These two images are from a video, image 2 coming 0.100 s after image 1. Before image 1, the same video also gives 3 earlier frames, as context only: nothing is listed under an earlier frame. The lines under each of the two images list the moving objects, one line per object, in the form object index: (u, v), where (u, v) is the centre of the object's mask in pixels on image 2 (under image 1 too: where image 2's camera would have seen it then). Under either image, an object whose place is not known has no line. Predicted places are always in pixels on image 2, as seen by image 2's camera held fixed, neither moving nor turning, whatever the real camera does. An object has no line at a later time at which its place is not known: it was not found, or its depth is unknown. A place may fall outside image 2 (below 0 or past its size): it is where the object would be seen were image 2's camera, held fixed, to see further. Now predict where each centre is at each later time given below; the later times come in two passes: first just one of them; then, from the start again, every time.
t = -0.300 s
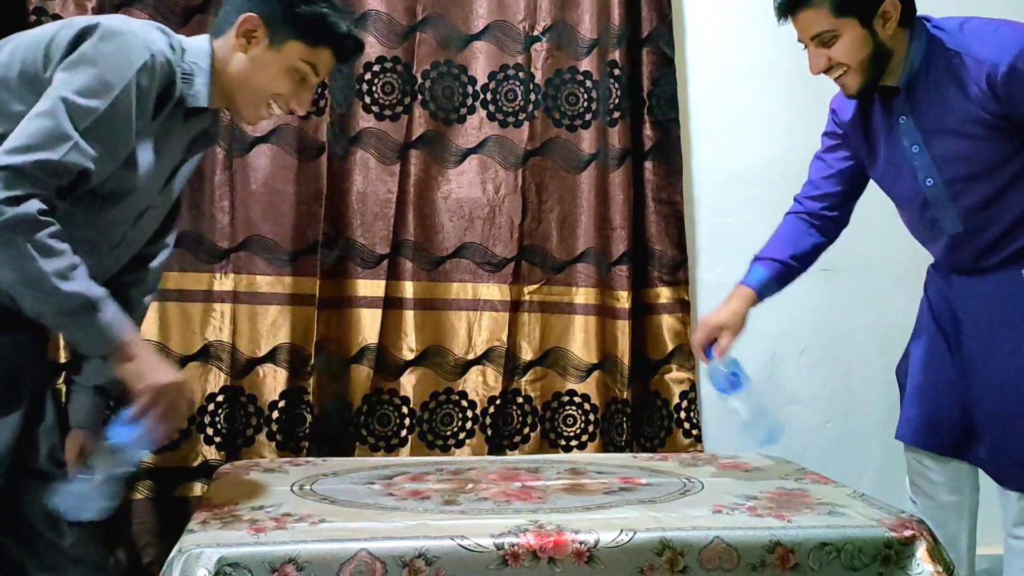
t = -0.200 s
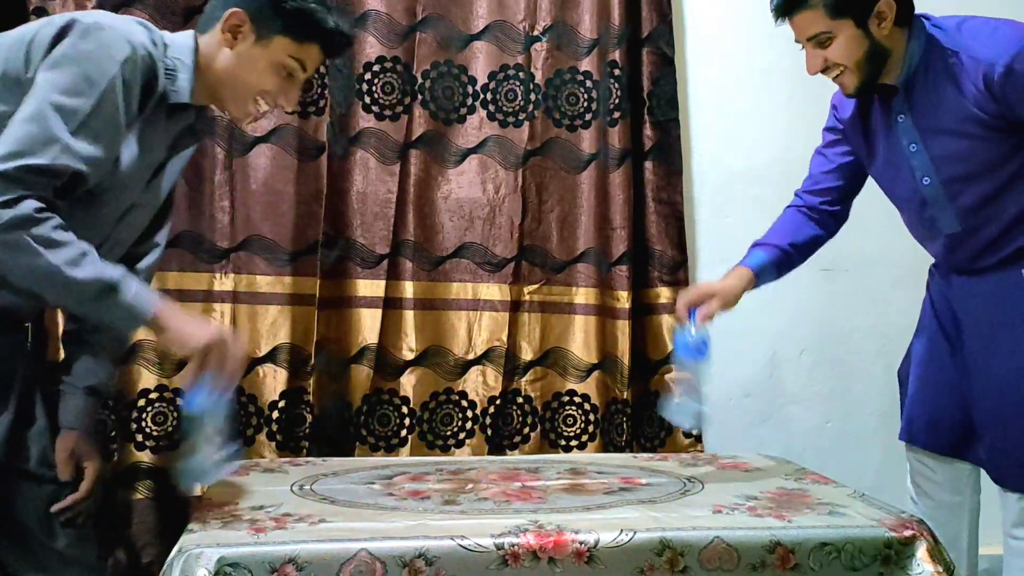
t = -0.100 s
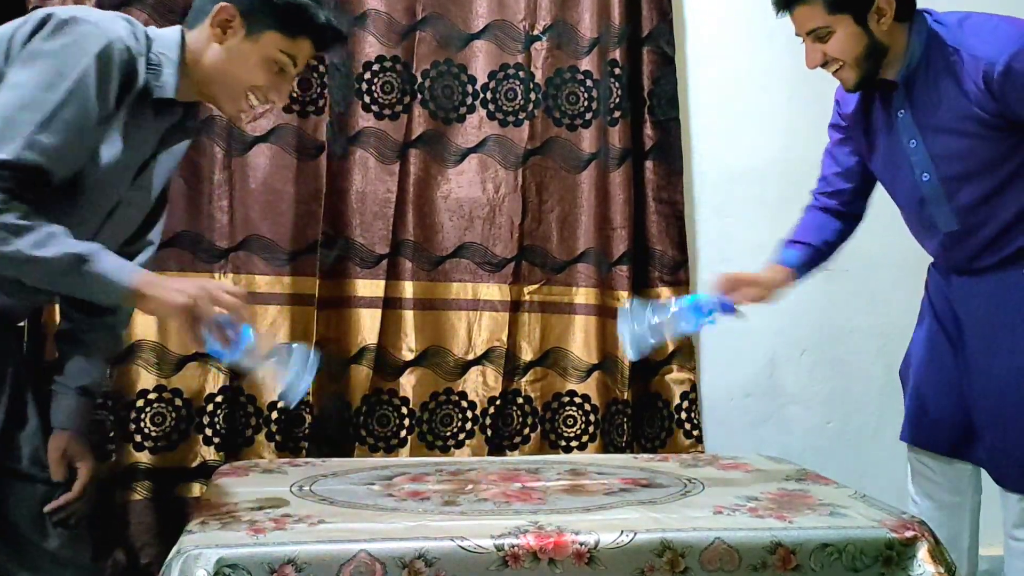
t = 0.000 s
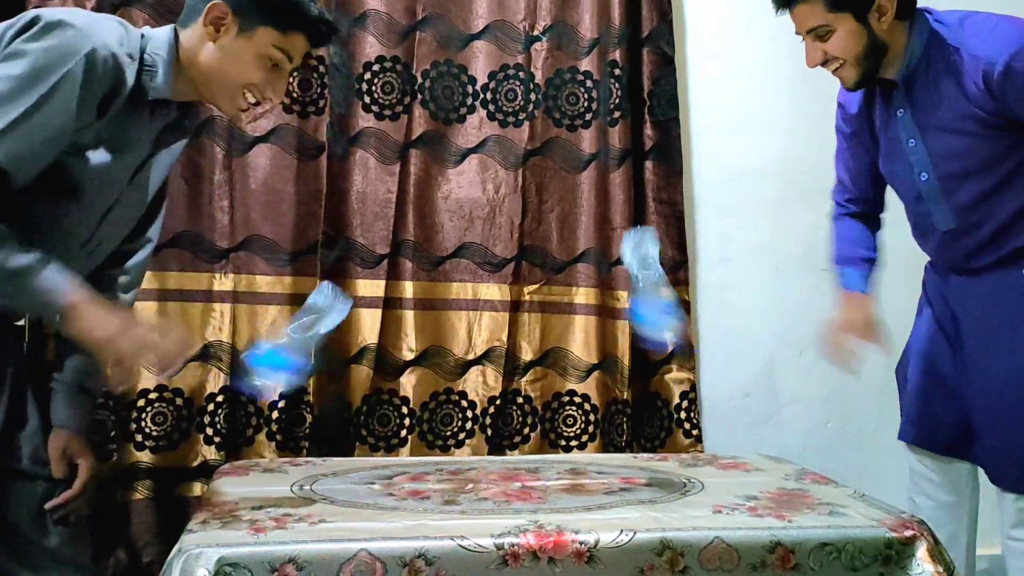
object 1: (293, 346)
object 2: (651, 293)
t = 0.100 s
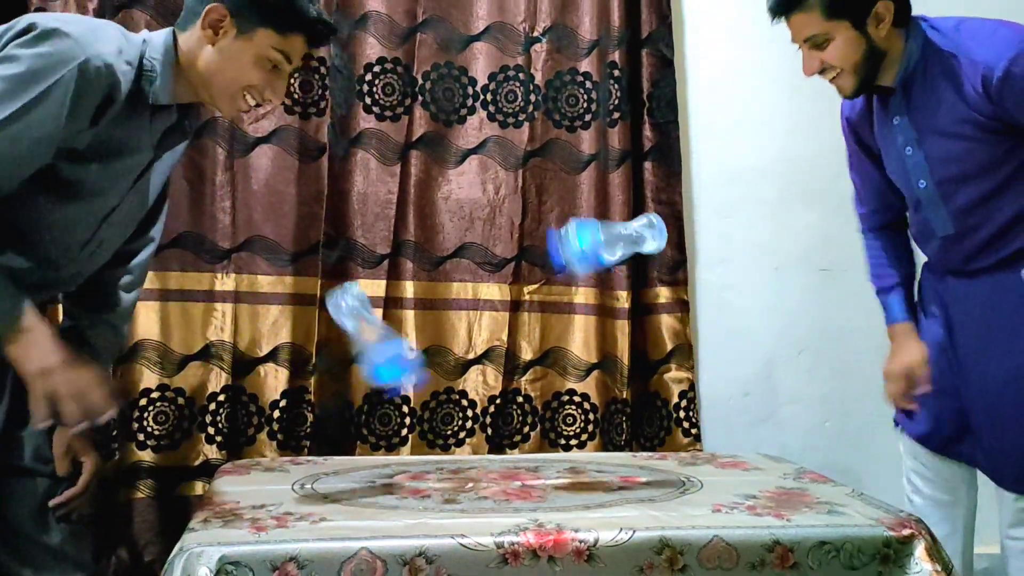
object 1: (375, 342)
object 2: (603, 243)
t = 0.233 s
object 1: (417, 388)
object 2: (635, 262)
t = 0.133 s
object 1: (392, 341)
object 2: (605, 230)
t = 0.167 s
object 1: (402, 349)
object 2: (613, 229)
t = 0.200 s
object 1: (409, 365)
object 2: (624, 240)
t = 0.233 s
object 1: (417, 388)
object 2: (635, 262)
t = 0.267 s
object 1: (421, 421)
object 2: (644, 296)
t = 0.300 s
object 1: (417, 431)
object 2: (649, 339)
